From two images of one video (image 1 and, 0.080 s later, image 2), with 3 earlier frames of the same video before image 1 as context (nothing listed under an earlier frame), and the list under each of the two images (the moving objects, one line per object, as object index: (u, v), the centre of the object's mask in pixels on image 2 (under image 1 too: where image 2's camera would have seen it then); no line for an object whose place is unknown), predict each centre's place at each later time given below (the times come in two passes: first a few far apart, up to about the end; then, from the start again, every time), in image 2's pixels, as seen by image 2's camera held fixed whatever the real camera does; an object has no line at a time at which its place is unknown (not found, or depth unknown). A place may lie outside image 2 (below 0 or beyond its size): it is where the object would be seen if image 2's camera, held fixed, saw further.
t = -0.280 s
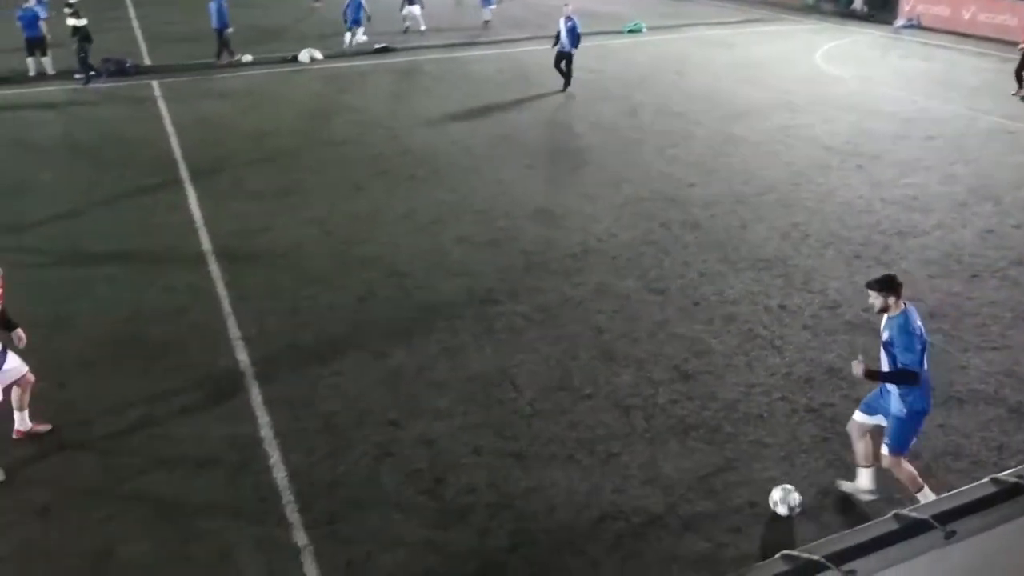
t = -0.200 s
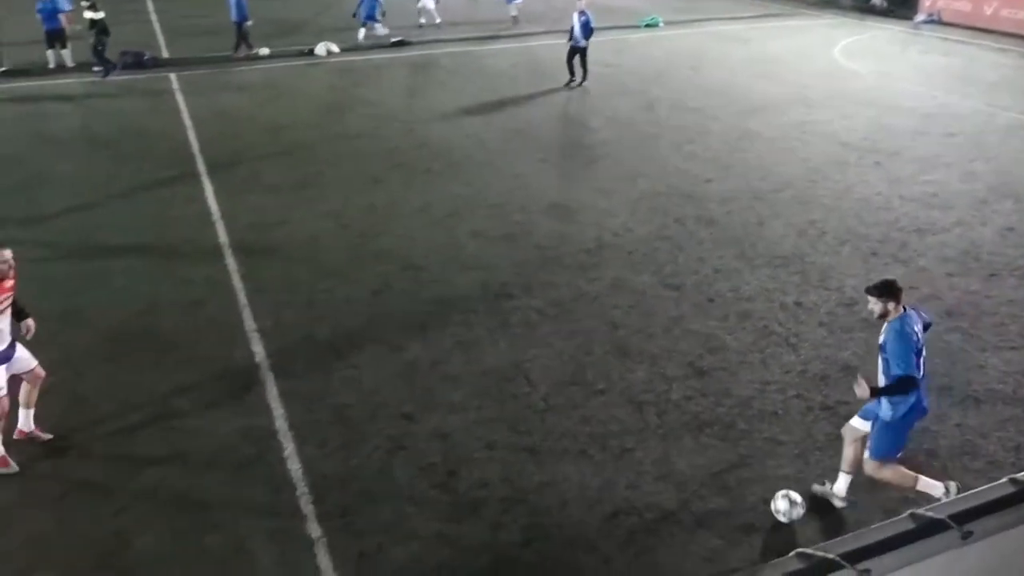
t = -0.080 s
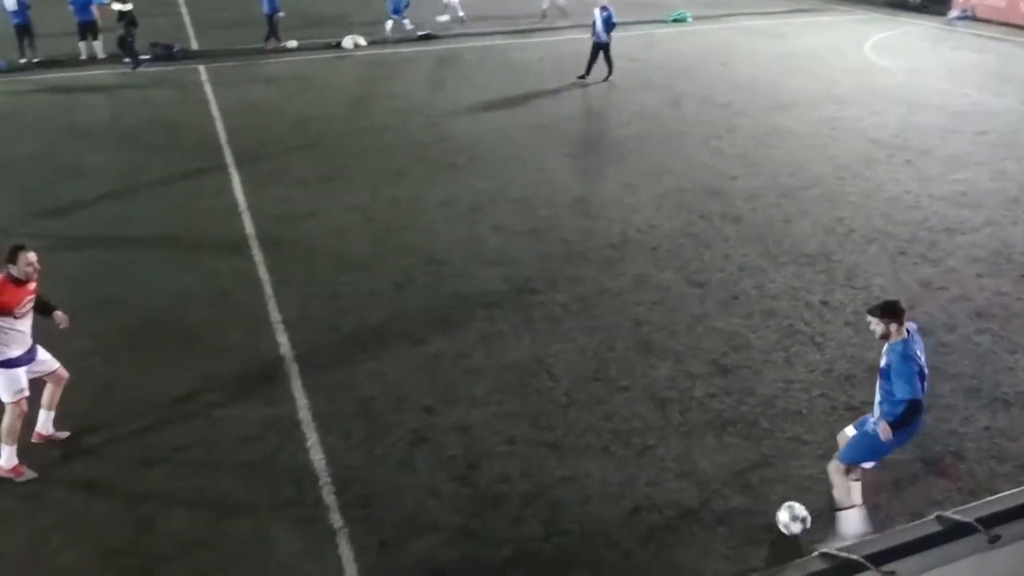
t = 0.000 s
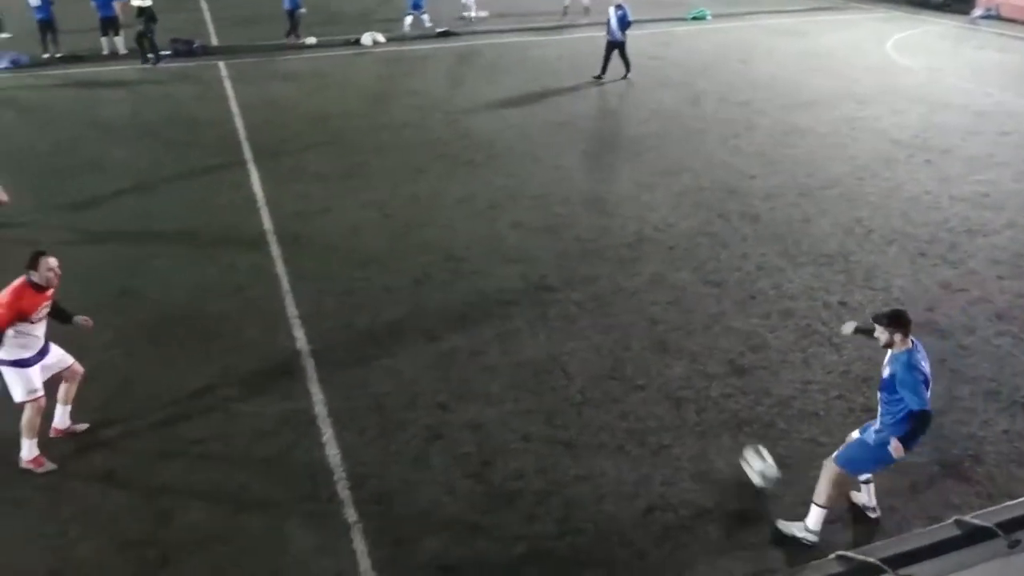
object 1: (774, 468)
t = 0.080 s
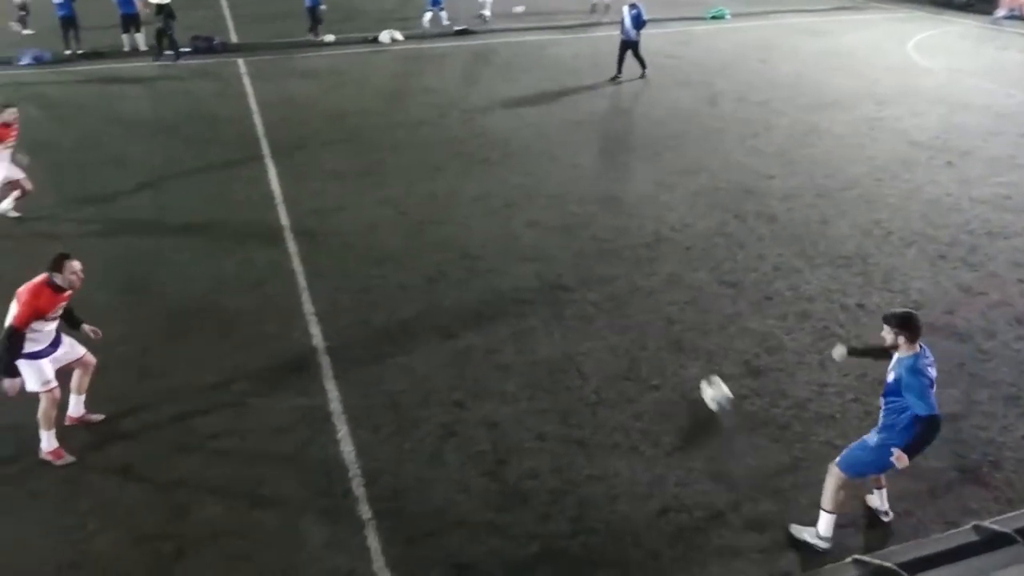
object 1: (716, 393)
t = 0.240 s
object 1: (637, 291)
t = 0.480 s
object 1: (570, 204)
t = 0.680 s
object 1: (537, 158)
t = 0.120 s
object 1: (692, 364)
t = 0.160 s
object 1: (671, 336)
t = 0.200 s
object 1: (653, 312)
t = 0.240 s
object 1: (637, 291)
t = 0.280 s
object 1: (623, 273)
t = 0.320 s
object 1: (610, 257)
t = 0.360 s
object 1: (599, 240)
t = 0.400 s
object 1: (589, 227)
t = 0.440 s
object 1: (579, 214)
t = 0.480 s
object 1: (570, 204)
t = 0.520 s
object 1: (562, 193)
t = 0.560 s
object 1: (555, 184)
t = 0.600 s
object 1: (548, 175)
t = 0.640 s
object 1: (542, 166)
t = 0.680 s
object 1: (537, 158)
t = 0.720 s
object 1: (531, 151)
